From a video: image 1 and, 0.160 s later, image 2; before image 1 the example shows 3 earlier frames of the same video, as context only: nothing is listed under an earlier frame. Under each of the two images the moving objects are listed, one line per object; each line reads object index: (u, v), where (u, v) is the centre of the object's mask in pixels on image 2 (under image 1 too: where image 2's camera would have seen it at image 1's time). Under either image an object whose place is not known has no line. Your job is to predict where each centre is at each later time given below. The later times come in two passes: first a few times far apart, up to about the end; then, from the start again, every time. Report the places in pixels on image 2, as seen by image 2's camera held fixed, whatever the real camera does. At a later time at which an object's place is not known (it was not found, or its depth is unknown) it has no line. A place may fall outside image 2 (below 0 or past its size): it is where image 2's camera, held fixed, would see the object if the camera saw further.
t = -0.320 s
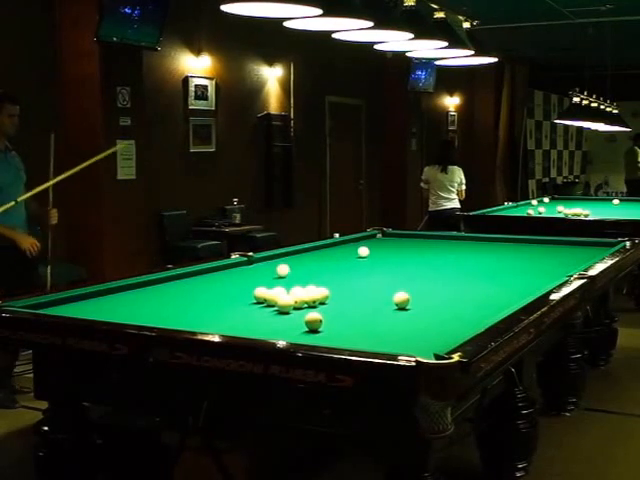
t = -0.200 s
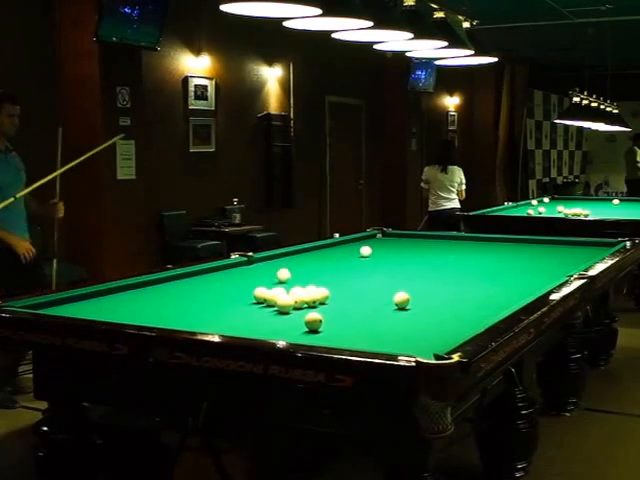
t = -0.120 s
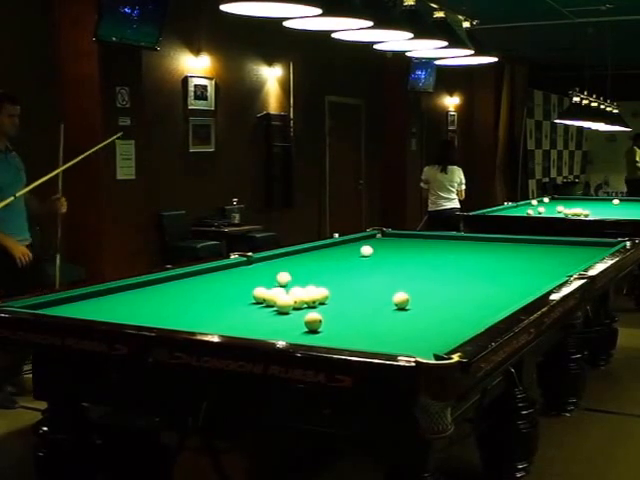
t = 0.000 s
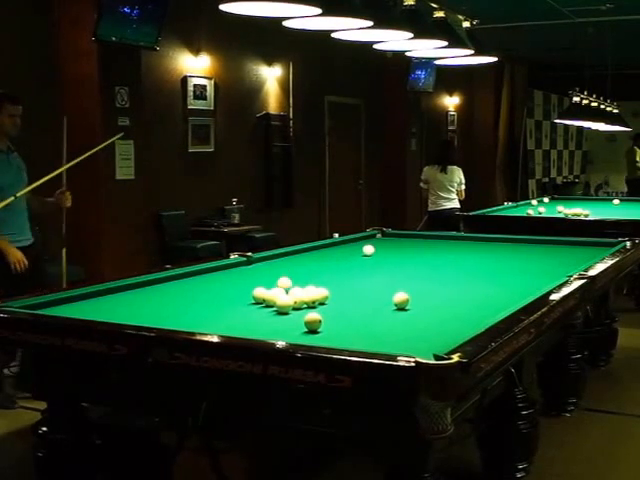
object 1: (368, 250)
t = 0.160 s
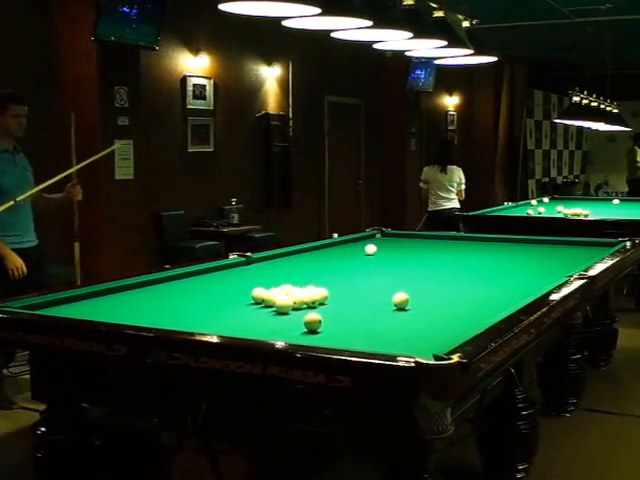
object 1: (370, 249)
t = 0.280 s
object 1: (372, 249)
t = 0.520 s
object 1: (376, 248)
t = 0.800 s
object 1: (379, 247)
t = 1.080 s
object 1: (382, 246)
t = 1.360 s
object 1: (384, 245)
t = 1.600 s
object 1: (386, 245)
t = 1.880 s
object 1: (387, 244)
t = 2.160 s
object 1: (389, 244)
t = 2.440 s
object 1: (391, 243)
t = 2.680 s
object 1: (392, 243)
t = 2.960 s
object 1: (393, 243)
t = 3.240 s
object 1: (394, 242)
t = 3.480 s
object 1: (394, 242)
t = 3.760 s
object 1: (394, 242)
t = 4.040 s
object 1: (394, 242)
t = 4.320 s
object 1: (394, 242)
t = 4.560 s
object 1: (394, 242)
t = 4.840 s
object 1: (394, 242)
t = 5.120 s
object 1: (394, 242)
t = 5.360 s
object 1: (394, 242)
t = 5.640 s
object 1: (394, 242)
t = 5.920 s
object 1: (394, 242)
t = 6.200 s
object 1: (394, 242)
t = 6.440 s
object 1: (394, 242)
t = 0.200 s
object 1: (371, 249)
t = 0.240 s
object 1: (372, 249)
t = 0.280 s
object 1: (372, 249)
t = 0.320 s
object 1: (373, 249)
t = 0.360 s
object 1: (374, 249)
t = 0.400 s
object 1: (374, 249)
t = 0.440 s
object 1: (374, 249)
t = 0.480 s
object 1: (375, 248)
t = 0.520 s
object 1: (376, 248)
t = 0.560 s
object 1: (376, 248)
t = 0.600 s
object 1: (376, 248)
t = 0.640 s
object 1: (377, 248)
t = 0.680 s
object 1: (377, 248)
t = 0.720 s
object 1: (378, 247)
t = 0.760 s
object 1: (378, 247)
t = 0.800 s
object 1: (379, 247)
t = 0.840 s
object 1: (379, 247)
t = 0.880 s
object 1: (379, 247)
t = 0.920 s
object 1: (380, 246)
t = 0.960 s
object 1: (380, 246)
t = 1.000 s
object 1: (381, 246)
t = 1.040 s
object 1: (381, 246)
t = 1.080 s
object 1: (382, 246)
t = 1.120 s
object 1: (382, 246)
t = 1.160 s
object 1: (382, 246)
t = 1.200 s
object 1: (383, 246)
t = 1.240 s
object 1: (383, 246)
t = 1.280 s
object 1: (383, 246)
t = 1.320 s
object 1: (383, 245)
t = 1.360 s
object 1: (384, 245)
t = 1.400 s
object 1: (384, 245)
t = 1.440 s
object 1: (384, 245)
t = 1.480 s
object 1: (385, 245)
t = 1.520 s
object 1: (385, 245)
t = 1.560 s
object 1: (385, 245)
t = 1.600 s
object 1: (386, 245)
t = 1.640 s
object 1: (386, 245)
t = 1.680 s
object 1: (386, 245)
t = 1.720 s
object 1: (386, 245)
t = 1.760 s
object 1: (387, 244)
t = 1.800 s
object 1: (387, 244)
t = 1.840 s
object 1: (387, 244)
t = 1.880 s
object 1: (387, 244)
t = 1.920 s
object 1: (388, 244)
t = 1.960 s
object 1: (388, 244)
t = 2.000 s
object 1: (388, 244)
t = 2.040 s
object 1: (389, 244)
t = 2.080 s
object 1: (389, 244)
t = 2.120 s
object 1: (389, 244)
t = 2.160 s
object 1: (389, 244)
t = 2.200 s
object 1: (389, 243)
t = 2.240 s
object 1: (390, 243)
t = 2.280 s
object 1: (390, 243)
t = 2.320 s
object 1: (390, 243)
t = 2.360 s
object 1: (391, 243)
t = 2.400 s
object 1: (391, 243)
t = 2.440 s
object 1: (391, 243)
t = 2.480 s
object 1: (391, 243)
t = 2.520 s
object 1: (391, 243)
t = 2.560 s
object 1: (391, 243)
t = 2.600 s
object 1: (392, 243)
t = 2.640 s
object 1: (392, 243)
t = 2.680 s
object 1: (392, 243)
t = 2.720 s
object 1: (392, 243)
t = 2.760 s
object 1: (393, 243)
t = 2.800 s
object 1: (393, 243)
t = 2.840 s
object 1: (393, 243)
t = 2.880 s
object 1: (393, 243)
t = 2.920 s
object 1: (393, 243)
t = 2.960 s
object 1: (393, 243)
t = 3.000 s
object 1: (393, 243)
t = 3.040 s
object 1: (394, 242)
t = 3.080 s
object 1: (394, 242)
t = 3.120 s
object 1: (394, 242)
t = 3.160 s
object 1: (394, 242)
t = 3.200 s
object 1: (394, 242)
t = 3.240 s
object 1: (394, 242)
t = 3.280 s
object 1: (394, 242)
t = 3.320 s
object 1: (394, 242)
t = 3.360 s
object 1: (394, 242)
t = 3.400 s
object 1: (394, 242)
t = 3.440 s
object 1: (394, 242)
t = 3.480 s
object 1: (394, 242)
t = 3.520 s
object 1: (394, 242)
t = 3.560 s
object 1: (394, 242)
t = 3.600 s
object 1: (394, 242)
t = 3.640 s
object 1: (394, 242)
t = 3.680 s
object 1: (394, 242)
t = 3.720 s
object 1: (394, 242)
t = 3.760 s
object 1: (394, 242)
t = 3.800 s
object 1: (394, 242)
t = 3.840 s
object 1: (394, 242)
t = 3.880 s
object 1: (394, 242)
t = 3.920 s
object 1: (394, 242)
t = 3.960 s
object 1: (394, 242)
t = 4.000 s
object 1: (394, 242)
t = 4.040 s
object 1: (394, 242)
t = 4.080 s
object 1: (394, 242)
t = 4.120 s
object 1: (394, 242)
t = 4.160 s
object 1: (394, 242)
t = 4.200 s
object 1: (394, 242)
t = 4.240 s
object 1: (394, 242)
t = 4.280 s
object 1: (394, 242)
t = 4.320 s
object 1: (394, 242)
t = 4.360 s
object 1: (394, 242)
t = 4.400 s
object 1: (394, 242)
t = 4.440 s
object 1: (394, 242)
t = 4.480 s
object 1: (394, 242)
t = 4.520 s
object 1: (394, 242)
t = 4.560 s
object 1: (394, 242)
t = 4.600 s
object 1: (394, 242)
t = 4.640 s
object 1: (394, 242)
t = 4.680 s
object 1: (395, 242)
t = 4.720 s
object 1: (394, 242)
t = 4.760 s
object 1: (394, 242)
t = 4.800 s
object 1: (394, 242)
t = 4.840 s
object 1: (394, 242)
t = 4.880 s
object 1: (394, 242)
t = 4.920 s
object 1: (394, 242)
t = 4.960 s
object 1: (394, 242)
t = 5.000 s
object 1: (394, 242)
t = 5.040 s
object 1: (394, 242)
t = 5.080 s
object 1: (394, 242)
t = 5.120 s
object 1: (394, 242)
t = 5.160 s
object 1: (394, 242)
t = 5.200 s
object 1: (394, 242)
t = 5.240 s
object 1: (394, 242)
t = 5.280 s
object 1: (394, 242)
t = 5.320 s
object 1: (394, 242)
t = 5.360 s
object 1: (394, 242)
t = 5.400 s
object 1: (394, 242)
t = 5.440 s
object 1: (394, 242)
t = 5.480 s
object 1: (394, 242)
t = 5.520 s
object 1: (394, 242)
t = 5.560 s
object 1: (394, 242)
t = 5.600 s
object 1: (394, 242)
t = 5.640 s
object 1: (394, 242)
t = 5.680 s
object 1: (394, 242)
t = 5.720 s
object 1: (394, 242)
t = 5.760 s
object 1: (394, 242)
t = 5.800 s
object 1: (394, 242)
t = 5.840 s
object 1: (394, 242)
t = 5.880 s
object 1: (394, 242)
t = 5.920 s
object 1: (394, 242)
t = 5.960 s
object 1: (394, 242)
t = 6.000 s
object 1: (394, 242)
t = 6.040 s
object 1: (394, 242)
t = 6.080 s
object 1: (394, 242)
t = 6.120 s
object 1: (394, 242)
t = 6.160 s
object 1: (394, 242)
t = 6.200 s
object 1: (394, 242)
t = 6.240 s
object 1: (394, 242)
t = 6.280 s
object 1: (394, 242)
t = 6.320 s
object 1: (395, 242)
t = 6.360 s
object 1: (394, 242)
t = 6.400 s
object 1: (394, 242)
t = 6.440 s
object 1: (394, 242)
